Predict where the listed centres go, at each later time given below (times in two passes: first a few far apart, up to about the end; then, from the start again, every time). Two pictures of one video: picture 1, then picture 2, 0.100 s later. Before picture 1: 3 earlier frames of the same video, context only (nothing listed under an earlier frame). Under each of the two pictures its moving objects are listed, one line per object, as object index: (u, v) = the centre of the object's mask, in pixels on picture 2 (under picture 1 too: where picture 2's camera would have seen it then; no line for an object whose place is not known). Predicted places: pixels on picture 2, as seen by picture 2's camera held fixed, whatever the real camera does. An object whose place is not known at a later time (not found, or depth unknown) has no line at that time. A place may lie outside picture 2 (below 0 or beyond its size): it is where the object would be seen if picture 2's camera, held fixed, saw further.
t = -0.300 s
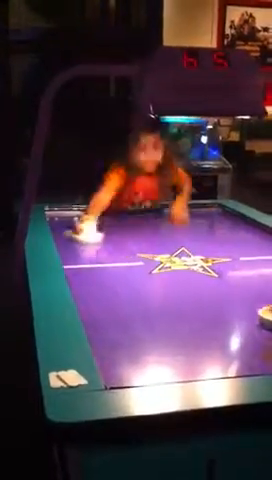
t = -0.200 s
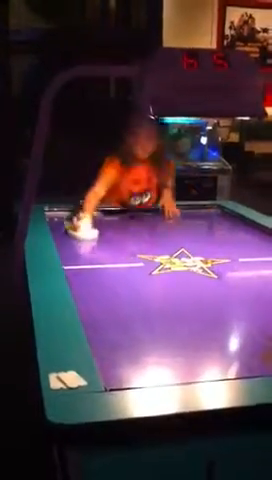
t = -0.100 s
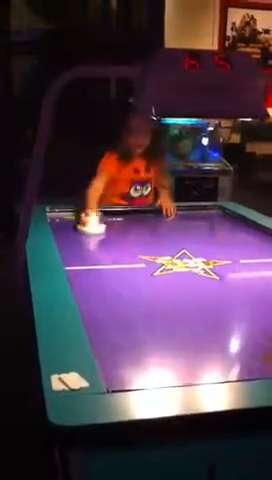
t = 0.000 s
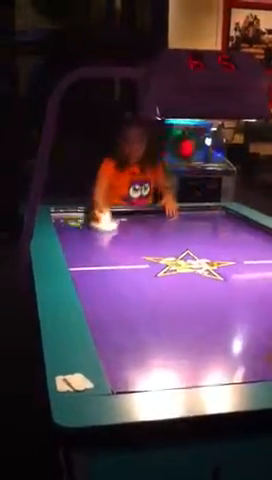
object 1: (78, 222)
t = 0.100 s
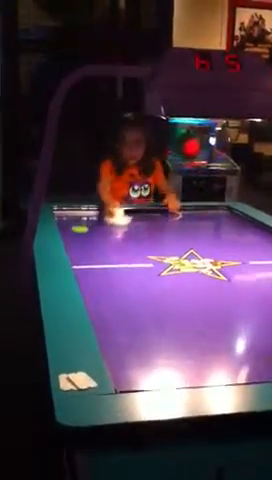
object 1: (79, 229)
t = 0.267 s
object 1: (85, 245)
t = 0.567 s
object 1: (95, 288)
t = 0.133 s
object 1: (81, 233)
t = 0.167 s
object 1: (82, 235)
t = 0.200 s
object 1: (84, 238)
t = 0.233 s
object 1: (84, 242)
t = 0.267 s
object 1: (85, 245)
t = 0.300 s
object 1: (86, 248)
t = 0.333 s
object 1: (86, 253)
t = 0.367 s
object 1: (88, 257)
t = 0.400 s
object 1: (88, 261)
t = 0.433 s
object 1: (88, 266)
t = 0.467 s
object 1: (91, 271)
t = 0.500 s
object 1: (92, 276)
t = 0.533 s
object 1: (94, 282)
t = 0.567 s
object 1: (95, 288)
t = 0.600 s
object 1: (97, 294)
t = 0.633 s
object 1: (99, 301)
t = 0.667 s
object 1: (101, 308)
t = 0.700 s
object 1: (103, 316)
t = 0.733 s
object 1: (105, 324)
